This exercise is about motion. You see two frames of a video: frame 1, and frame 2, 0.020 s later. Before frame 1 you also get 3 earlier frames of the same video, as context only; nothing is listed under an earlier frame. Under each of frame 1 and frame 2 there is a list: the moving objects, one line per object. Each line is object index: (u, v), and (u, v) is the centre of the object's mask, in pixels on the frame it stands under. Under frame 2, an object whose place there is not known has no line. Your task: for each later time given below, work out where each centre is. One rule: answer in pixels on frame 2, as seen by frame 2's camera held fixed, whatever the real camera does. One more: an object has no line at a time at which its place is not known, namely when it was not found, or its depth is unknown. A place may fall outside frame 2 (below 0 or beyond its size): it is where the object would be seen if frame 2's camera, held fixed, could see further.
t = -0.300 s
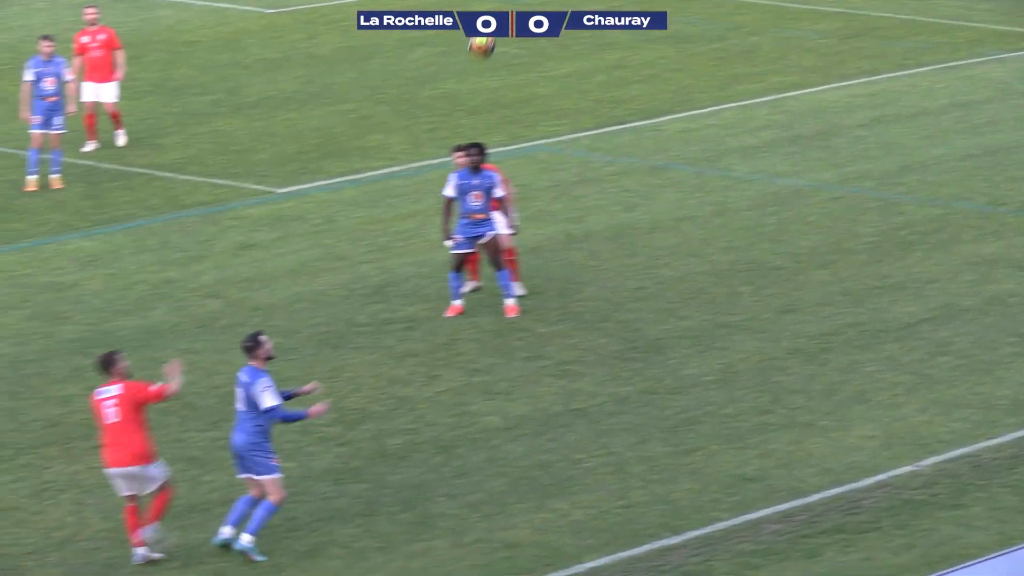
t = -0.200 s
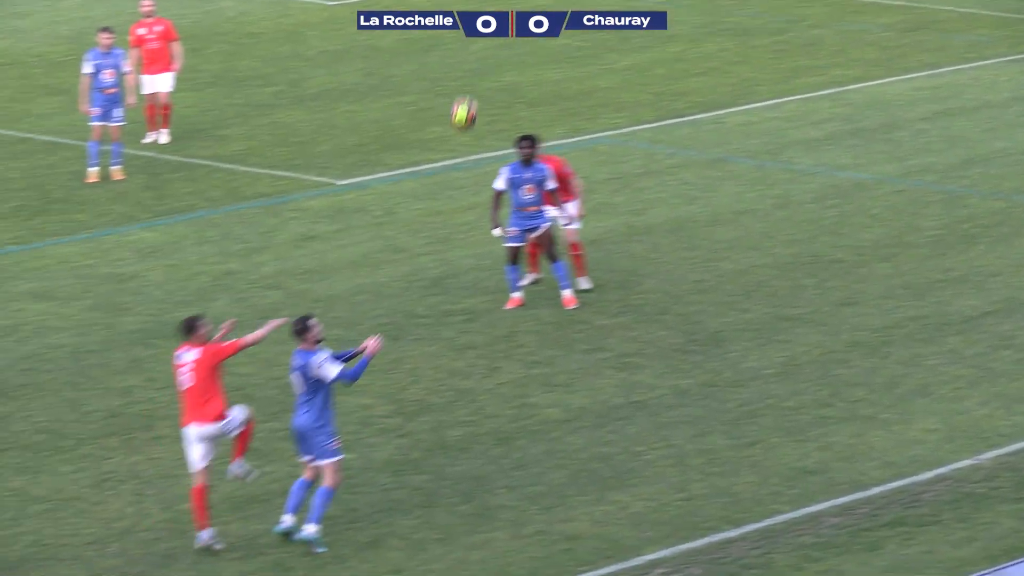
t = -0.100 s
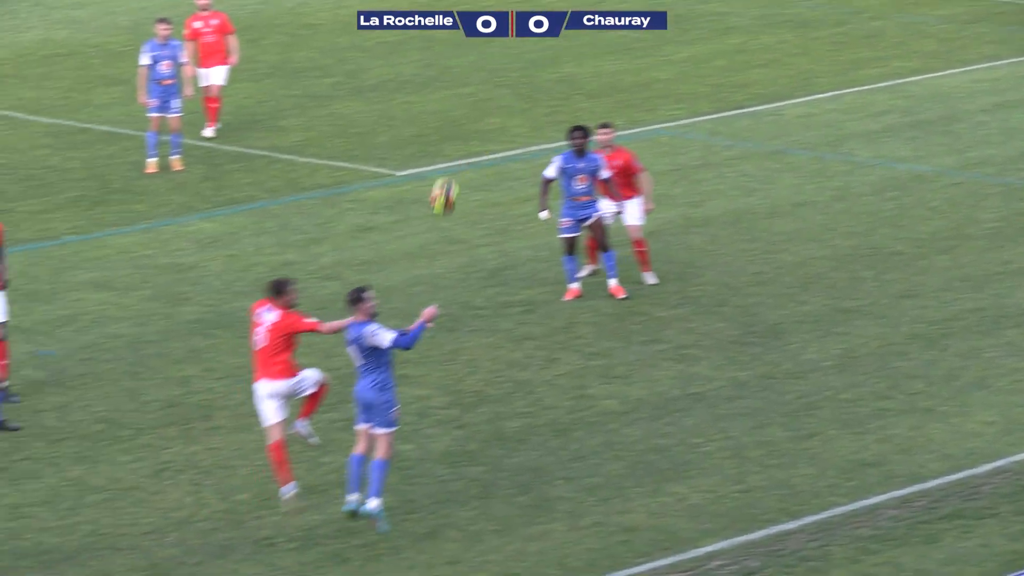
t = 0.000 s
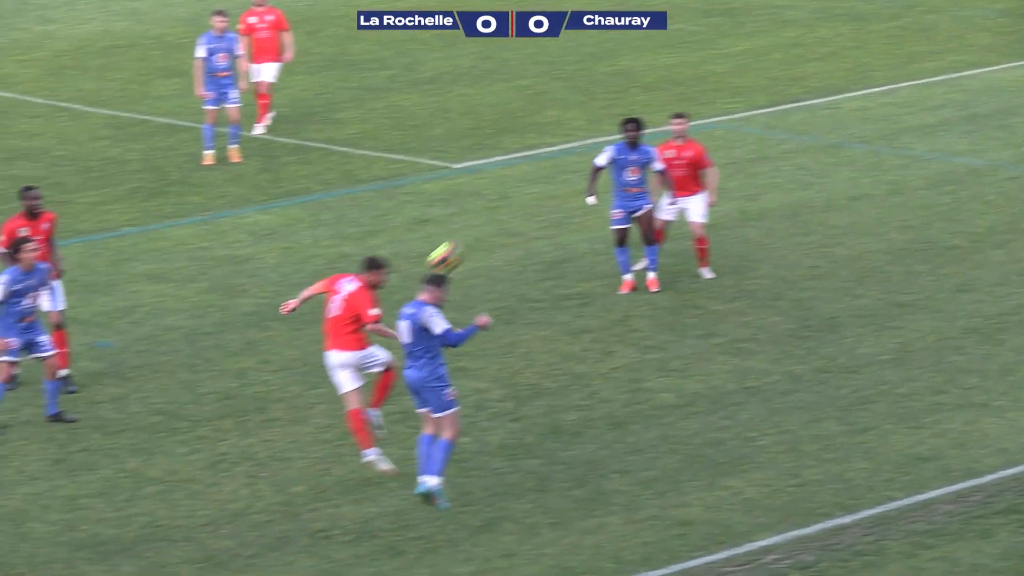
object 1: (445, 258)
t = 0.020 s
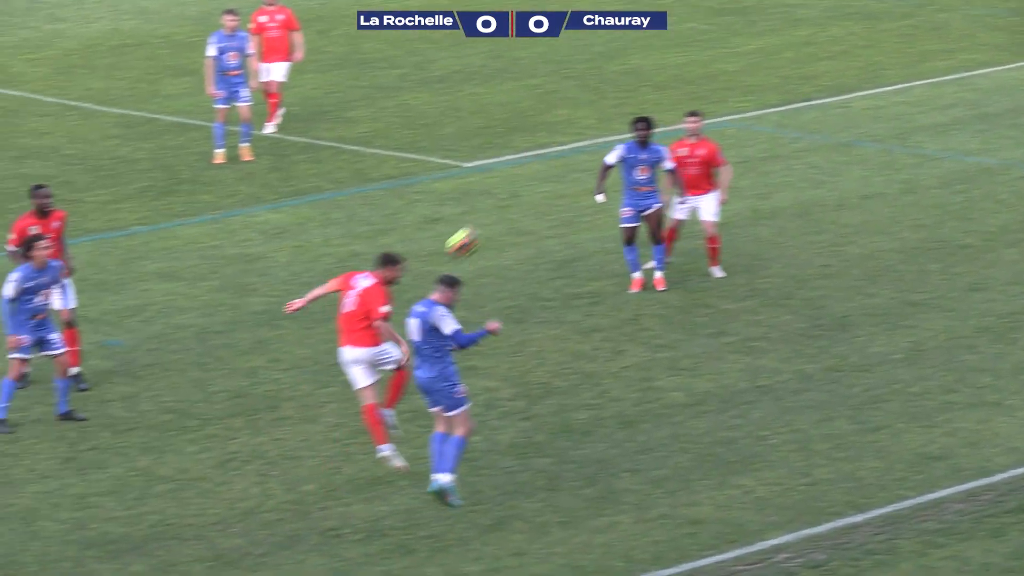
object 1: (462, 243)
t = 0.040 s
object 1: (470, 228)
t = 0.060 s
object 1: (478, 217)
